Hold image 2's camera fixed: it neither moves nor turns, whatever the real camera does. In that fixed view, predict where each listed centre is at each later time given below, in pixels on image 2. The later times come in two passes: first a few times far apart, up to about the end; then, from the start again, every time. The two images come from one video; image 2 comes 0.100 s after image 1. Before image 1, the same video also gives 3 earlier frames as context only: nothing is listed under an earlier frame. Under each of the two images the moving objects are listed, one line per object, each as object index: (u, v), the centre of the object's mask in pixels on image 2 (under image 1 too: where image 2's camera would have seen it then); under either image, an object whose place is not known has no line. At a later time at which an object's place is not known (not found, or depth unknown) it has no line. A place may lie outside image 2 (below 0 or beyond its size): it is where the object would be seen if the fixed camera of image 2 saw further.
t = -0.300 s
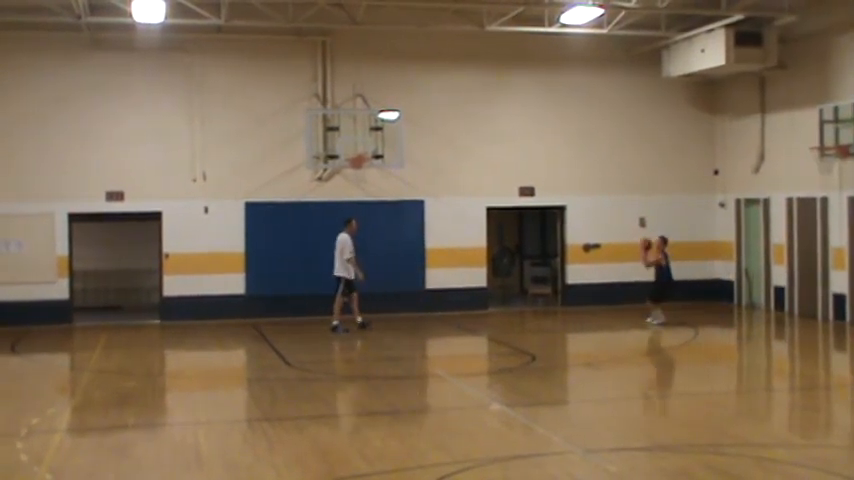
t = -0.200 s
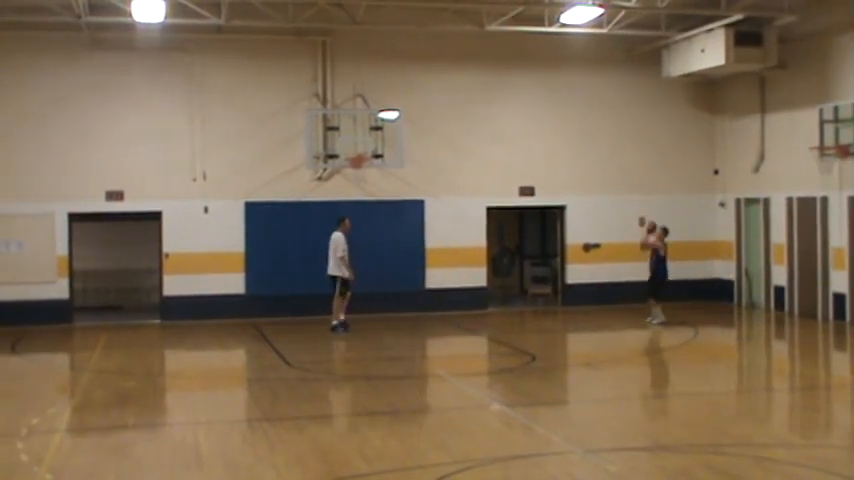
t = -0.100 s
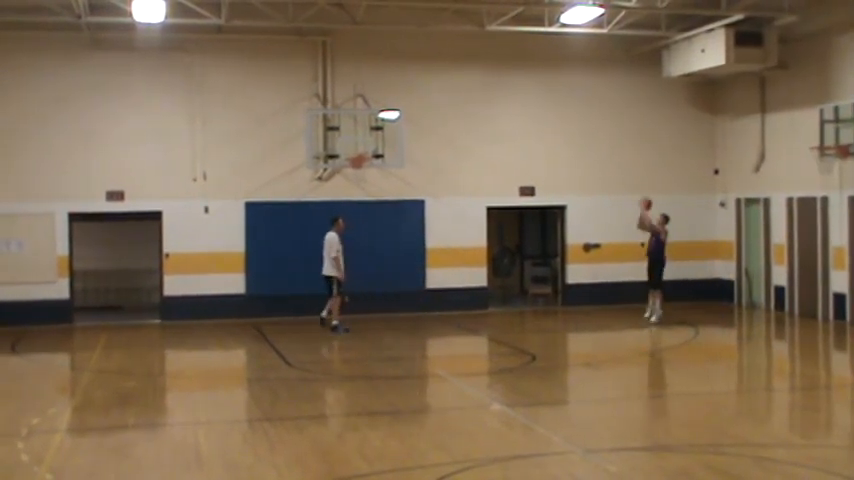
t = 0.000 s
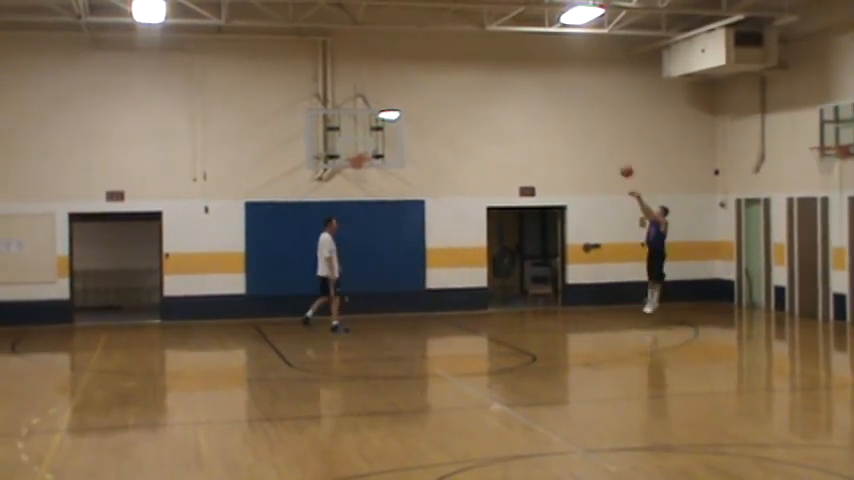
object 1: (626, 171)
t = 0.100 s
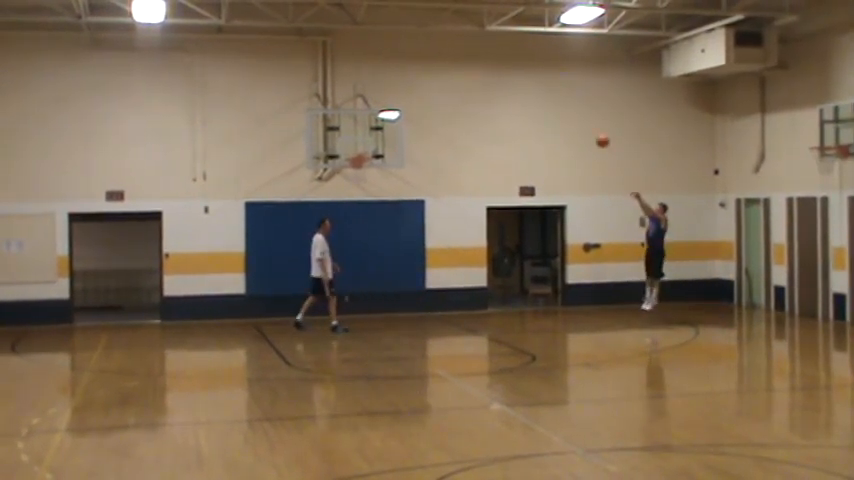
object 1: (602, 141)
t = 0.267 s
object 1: (563, 103)
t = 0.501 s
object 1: (509, 76)
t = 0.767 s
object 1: (449, 82)
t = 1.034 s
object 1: (391, 125)
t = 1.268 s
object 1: (347, 168)
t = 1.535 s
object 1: (357, 177)
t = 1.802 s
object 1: (374, 215)
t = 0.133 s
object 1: (595, 131)
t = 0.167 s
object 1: (587, 124)
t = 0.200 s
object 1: (579, 116)
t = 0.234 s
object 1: (571, 109)
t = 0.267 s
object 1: (563, 103)
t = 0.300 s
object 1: (555, 97)
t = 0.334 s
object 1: (547, 92)
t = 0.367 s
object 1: (540, 88)
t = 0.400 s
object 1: (532, 84)
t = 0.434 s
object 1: (524, 81)
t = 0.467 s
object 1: (517, 78)
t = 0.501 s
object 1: (509, 76)
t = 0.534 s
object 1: (502, 74)
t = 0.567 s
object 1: (494, 74)
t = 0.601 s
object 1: (486, 74)
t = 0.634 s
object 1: (479, 74)
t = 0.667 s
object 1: (471, 75)
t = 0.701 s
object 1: (464, 76)
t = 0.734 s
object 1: (456, 79)
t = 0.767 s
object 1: (449, 82)
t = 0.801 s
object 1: (442, 85)
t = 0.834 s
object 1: (434, 88)
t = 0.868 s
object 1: (427, 93)
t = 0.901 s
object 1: (419, 98)
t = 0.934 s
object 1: (412, 104)
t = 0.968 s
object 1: (405, 110)
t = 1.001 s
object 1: (398, 117)
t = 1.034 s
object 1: (391, 125)
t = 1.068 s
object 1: (383, 133)
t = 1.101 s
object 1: (376, 142)
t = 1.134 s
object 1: (370, 151)
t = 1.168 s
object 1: (363, 157)
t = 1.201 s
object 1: (356, 163)
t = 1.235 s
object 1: (351, 167)
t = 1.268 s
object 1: (347, 168)
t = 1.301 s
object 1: (347, 166)
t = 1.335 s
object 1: (347, 168)
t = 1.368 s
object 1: (348, 169)
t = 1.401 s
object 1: (350, 170)
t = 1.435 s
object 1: (351, 172)
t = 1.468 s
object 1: (353, 174)
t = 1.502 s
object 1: (355, 176)
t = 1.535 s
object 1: (357, 177)
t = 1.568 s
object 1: (359, 180)
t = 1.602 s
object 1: (361, 183)
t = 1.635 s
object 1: (363, 187)
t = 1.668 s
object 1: (365, 192)
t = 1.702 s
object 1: (367, 196)
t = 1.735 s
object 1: (371, 201)
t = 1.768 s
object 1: (372, 207)
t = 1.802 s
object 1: (374, 215)
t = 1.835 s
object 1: (376, 222)
